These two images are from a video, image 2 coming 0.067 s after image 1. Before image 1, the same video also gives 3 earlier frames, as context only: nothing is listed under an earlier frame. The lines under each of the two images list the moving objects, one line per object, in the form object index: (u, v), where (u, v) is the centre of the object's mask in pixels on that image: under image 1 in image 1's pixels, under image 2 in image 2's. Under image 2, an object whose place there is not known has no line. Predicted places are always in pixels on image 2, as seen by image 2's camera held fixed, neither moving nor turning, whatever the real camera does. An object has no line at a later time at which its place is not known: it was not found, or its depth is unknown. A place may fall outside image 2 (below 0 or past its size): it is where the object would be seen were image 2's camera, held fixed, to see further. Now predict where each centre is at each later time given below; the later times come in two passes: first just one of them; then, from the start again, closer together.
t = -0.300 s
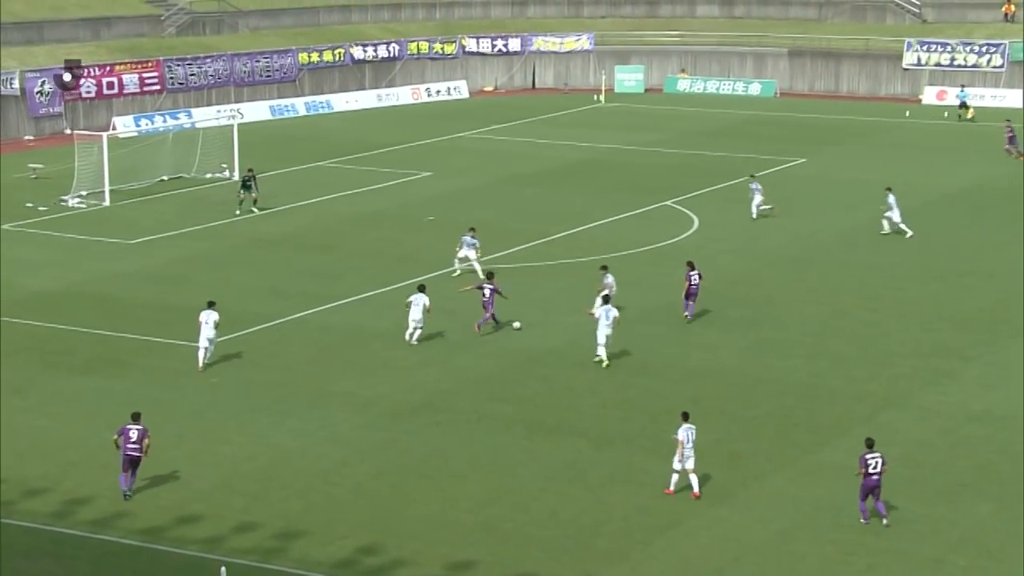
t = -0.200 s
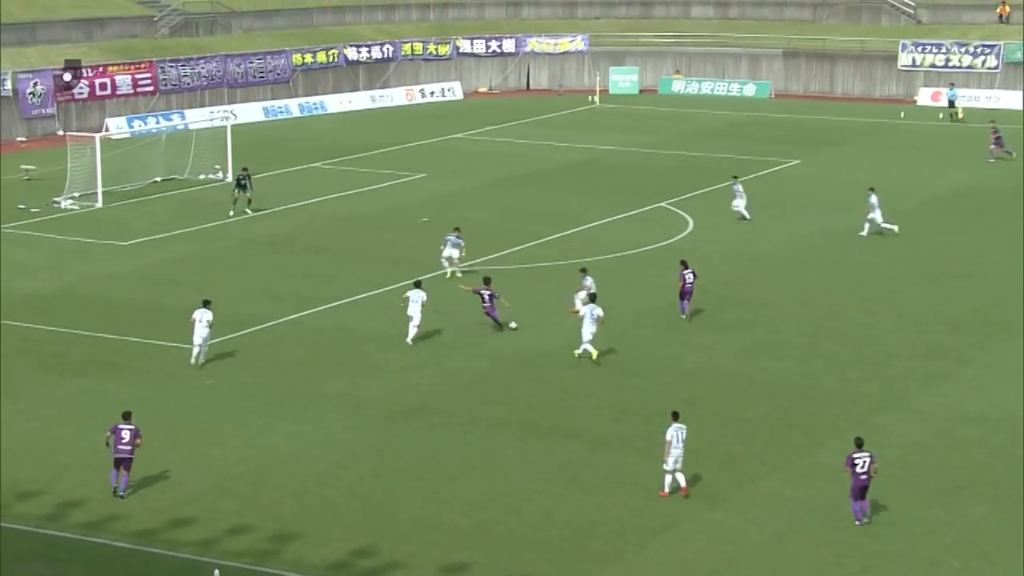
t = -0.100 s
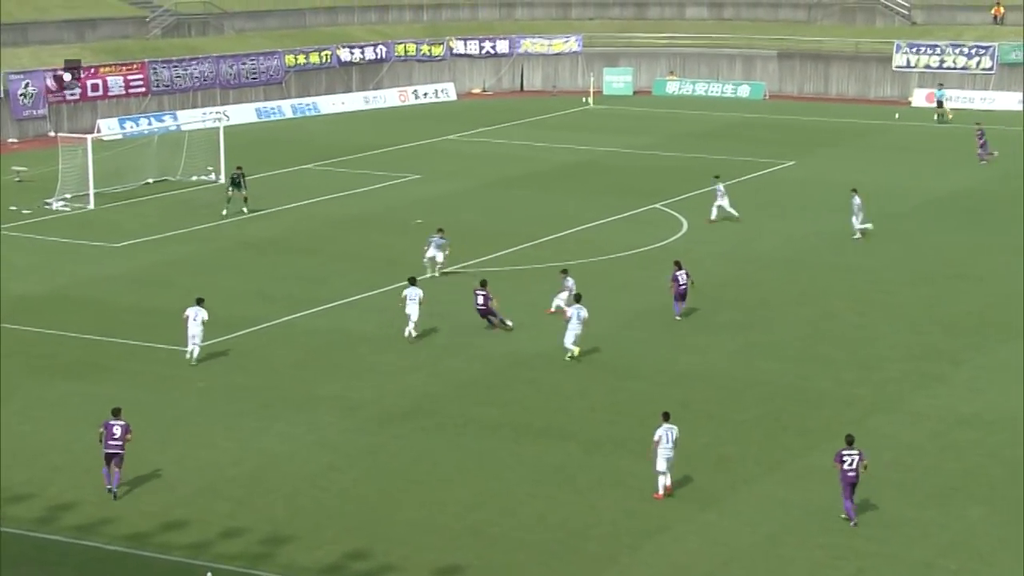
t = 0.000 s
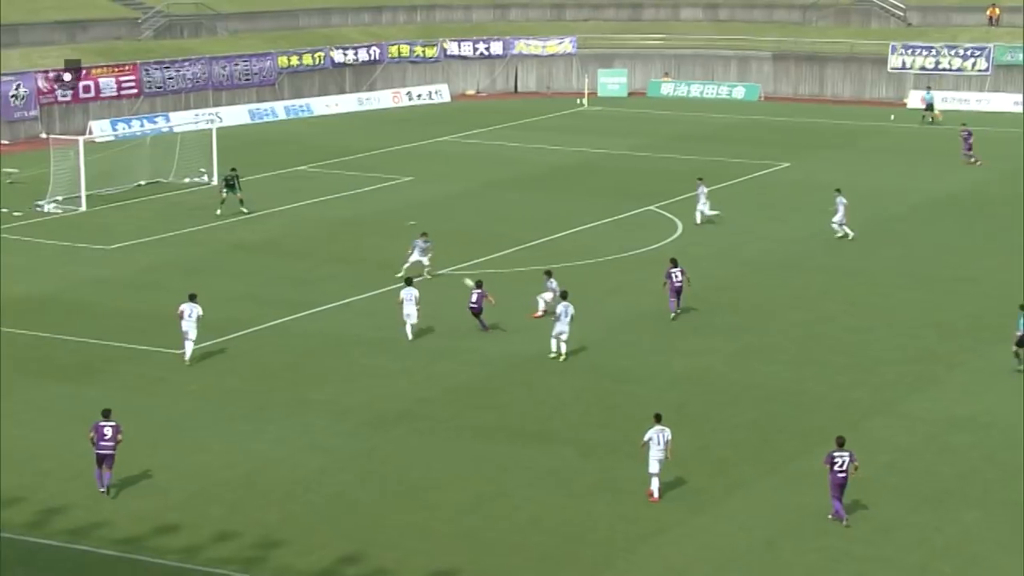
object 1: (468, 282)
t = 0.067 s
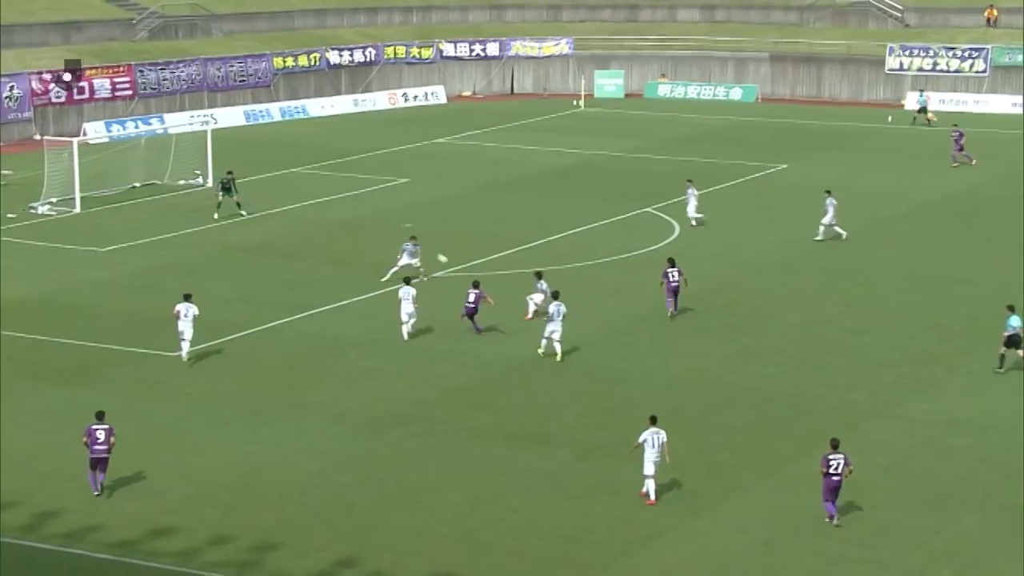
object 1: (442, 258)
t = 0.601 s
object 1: (255, 148)
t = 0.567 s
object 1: (267, 151)
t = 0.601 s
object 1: (255, 148)
